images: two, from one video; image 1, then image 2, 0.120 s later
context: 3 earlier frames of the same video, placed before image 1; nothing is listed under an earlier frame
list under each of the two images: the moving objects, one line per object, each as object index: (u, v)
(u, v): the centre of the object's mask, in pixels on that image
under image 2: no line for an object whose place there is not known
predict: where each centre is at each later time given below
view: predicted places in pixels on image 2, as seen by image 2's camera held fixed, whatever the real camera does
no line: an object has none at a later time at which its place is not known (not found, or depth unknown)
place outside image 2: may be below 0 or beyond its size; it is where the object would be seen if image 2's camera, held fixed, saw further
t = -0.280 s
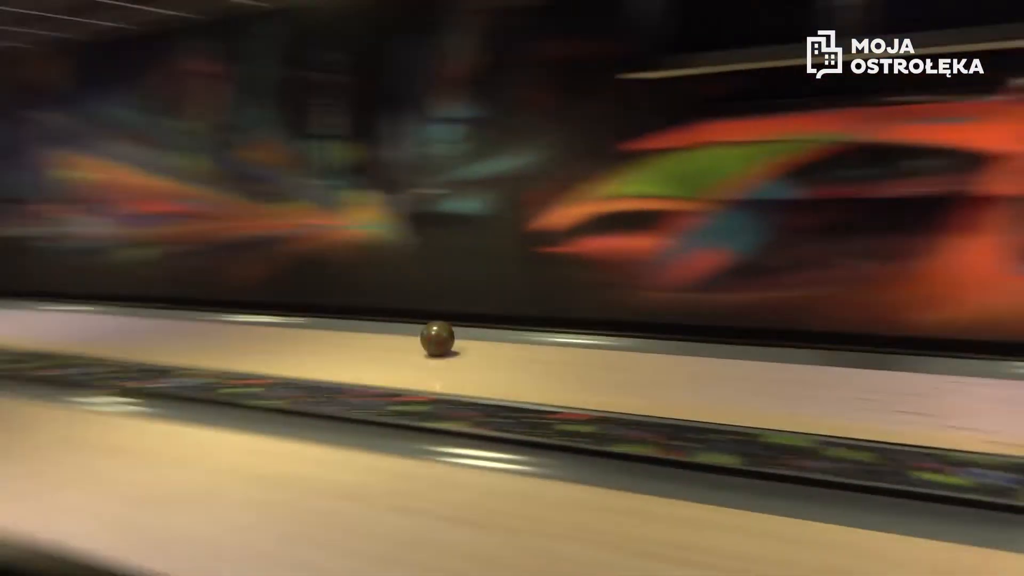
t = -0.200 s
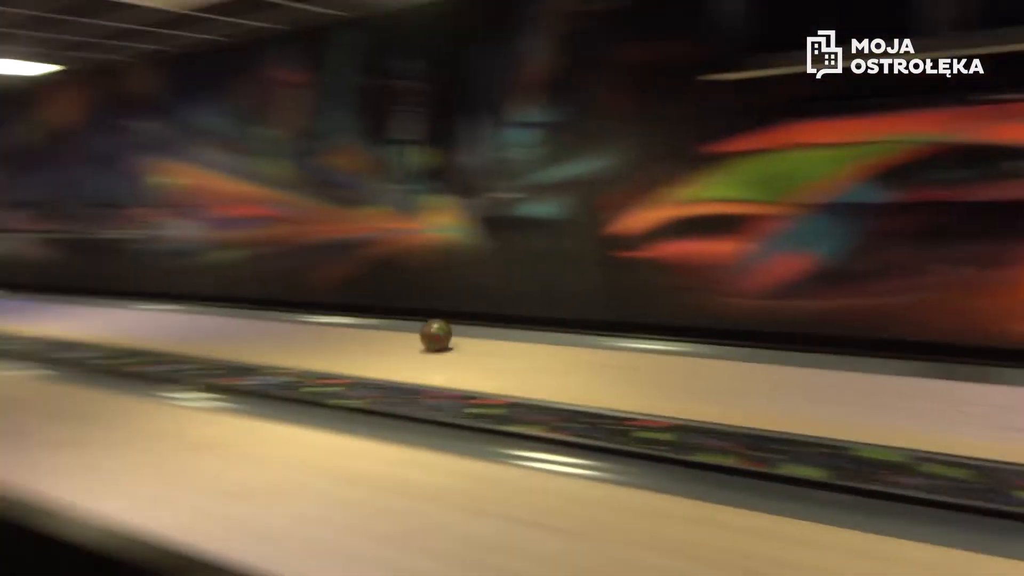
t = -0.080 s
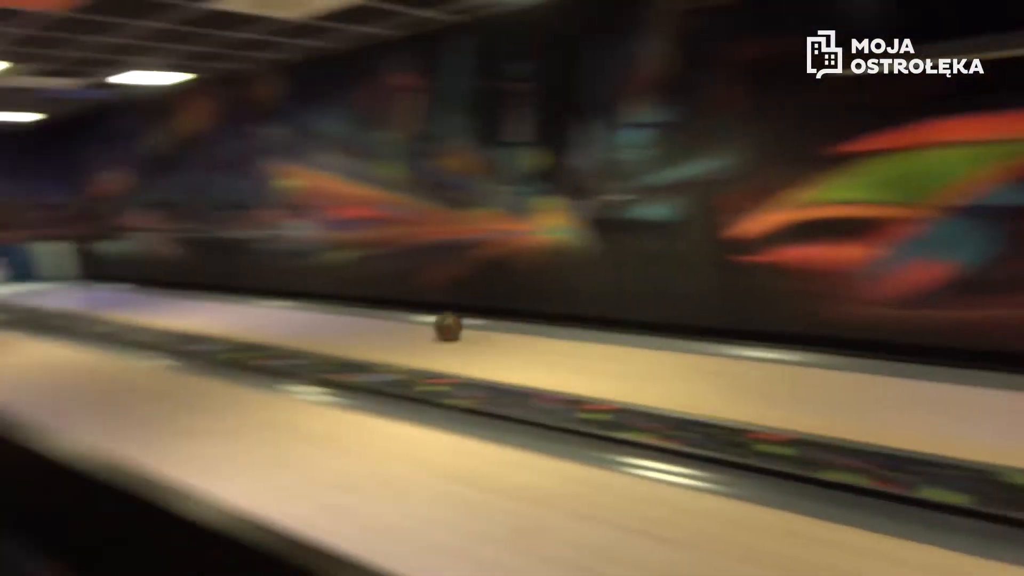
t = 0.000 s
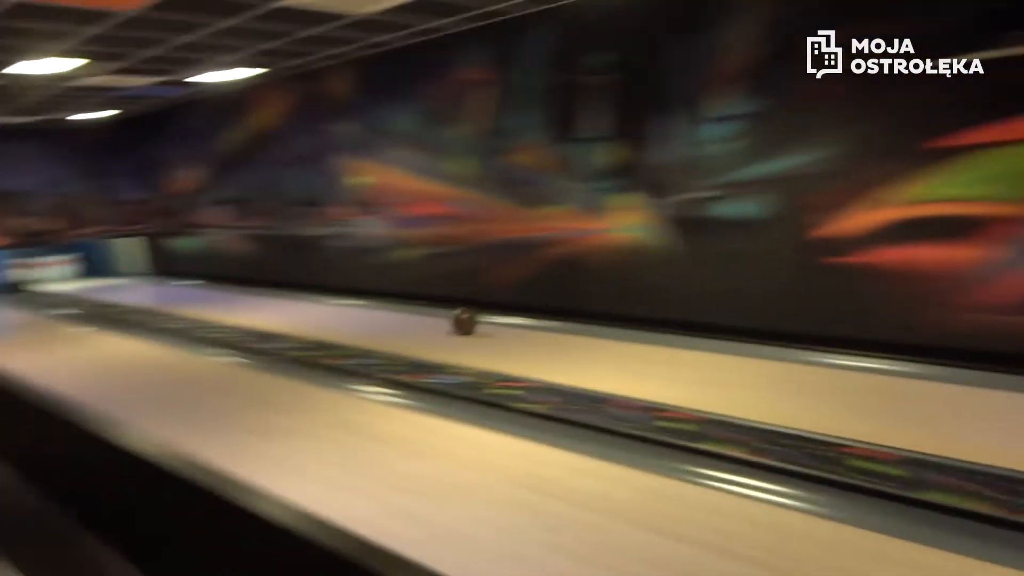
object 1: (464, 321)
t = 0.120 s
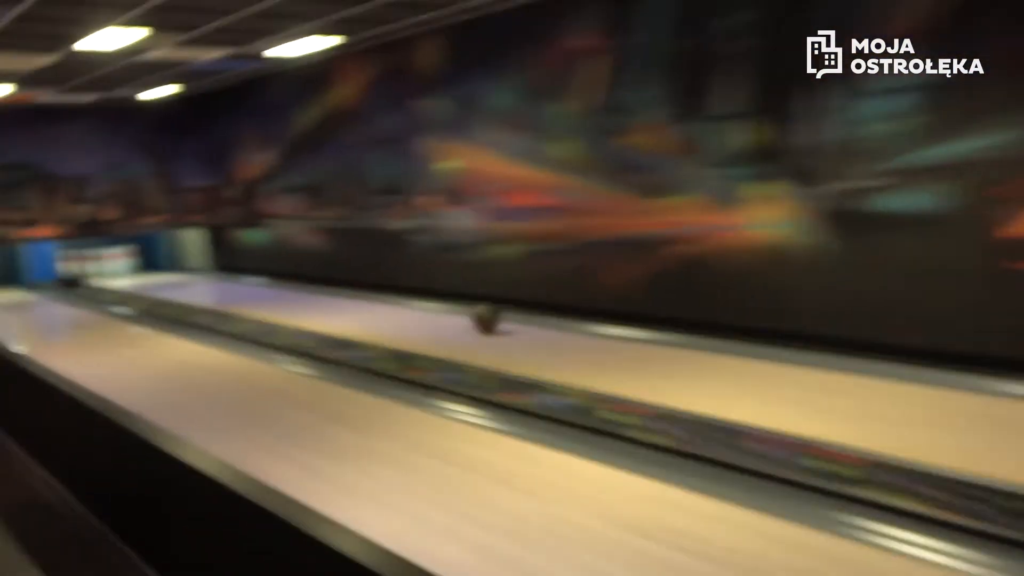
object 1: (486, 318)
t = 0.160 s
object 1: (464, 314)
